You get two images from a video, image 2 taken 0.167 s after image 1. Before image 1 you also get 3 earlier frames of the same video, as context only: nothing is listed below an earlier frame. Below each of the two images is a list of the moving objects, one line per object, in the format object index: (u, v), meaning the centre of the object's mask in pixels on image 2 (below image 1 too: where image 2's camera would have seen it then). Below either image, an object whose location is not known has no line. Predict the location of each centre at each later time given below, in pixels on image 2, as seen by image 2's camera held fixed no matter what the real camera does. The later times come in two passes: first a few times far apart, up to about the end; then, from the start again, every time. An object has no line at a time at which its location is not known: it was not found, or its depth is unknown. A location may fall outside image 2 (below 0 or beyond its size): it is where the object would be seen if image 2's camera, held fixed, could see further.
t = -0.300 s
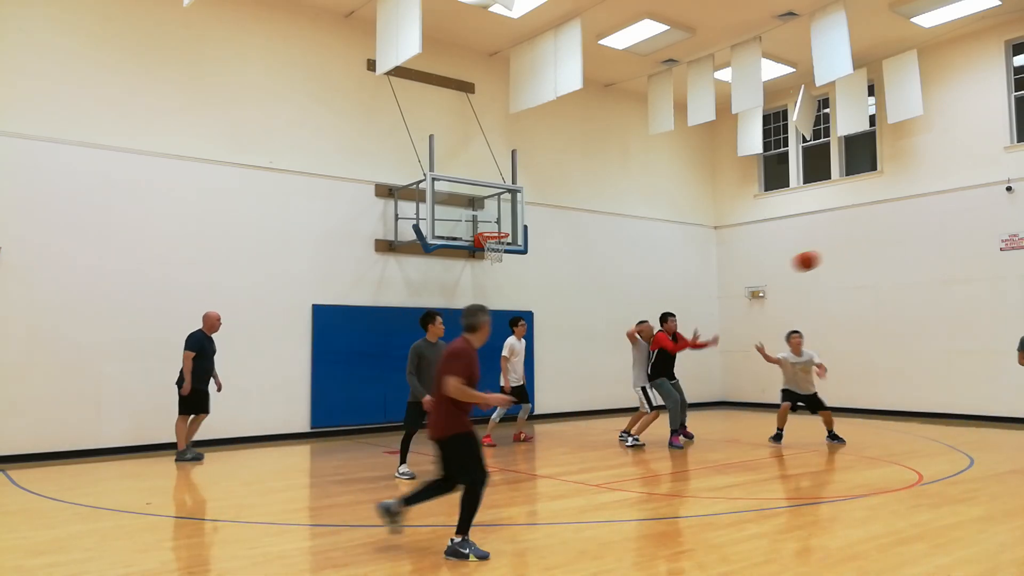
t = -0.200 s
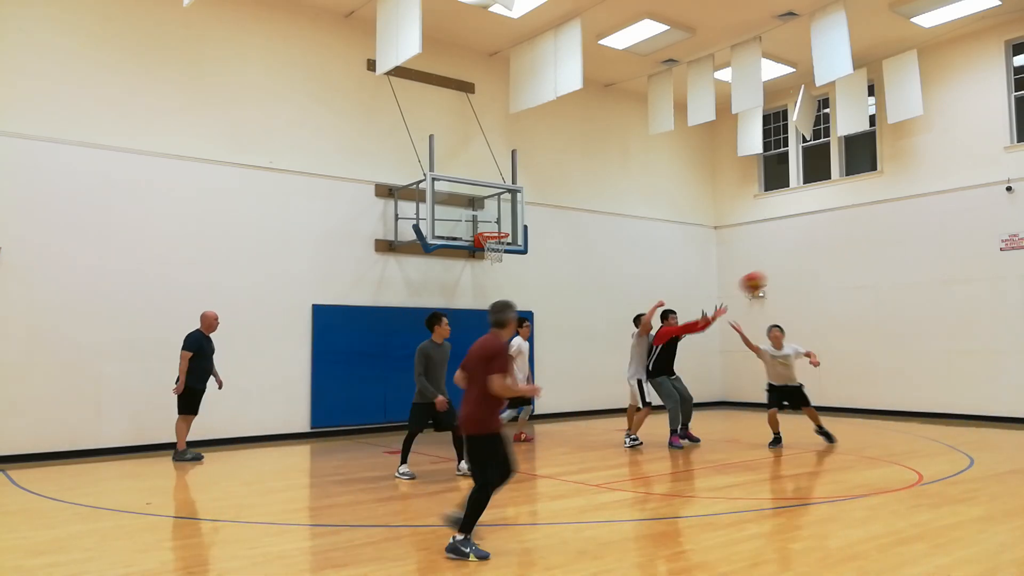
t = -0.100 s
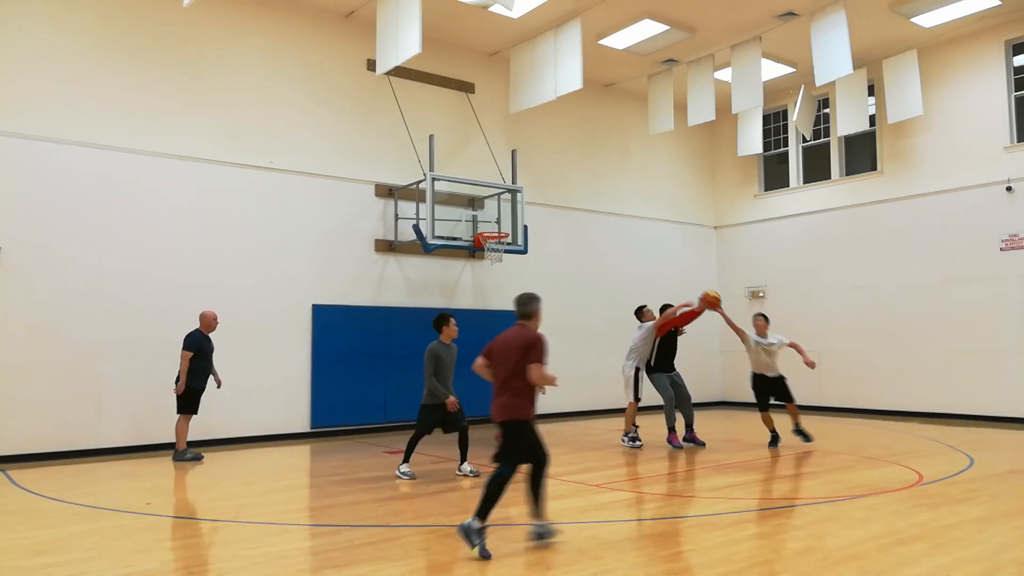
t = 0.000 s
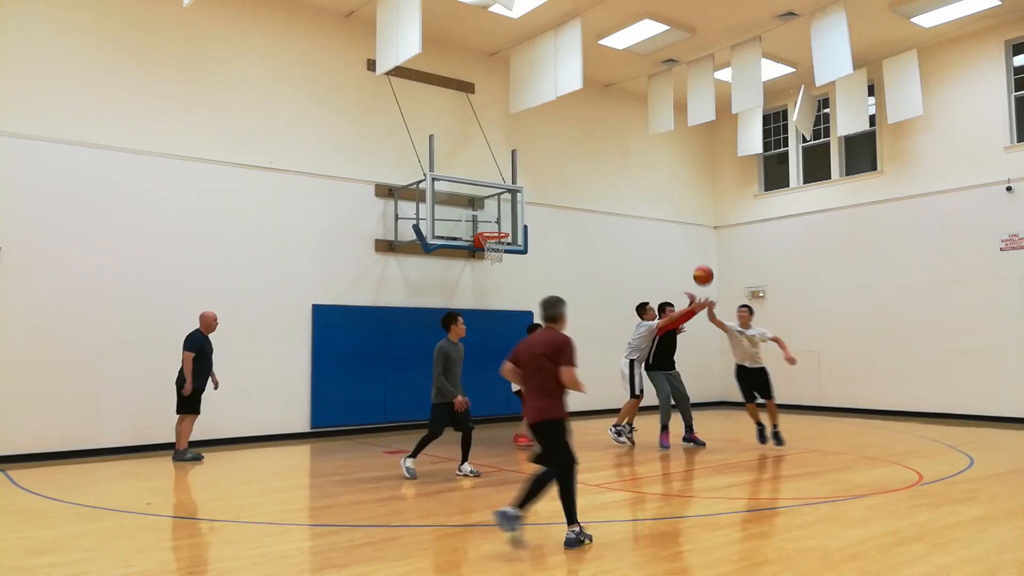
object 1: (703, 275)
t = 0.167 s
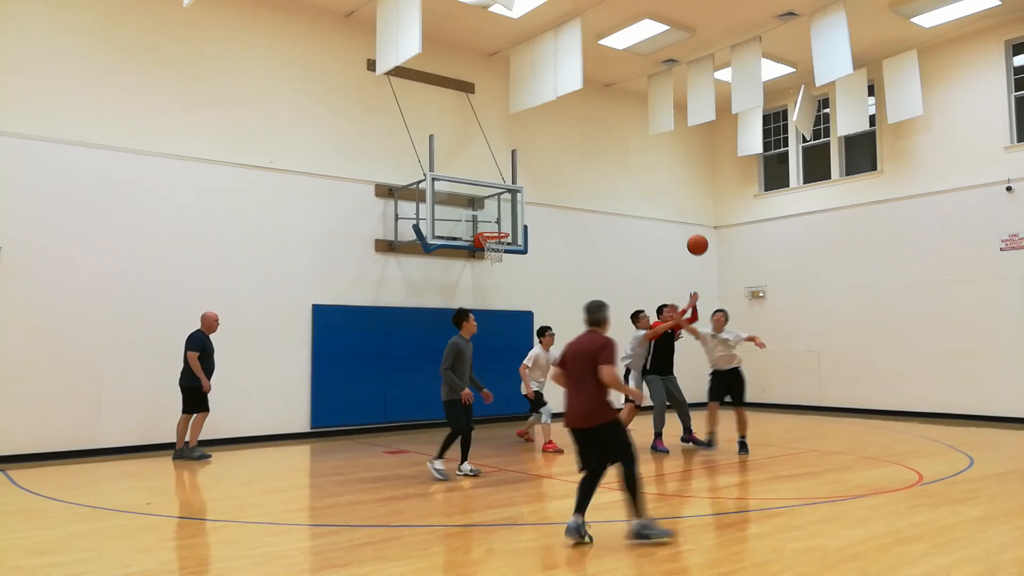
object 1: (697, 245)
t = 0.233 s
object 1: (695, 238)
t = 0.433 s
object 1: (688, 241)
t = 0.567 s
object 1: (684, 263)
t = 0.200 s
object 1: (696, 241)
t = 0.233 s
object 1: (695, 238)
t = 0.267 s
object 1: (694, 237)
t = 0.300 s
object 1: (693, 235)
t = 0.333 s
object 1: (692, 236)
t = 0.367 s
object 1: (691, 236)
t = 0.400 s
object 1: (690, 238)
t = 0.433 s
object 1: (688, 241)
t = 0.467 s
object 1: (687, 245)
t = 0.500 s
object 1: (686, 250)
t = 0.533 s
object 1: (685, 256)
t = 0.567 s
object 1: (684, 263)
